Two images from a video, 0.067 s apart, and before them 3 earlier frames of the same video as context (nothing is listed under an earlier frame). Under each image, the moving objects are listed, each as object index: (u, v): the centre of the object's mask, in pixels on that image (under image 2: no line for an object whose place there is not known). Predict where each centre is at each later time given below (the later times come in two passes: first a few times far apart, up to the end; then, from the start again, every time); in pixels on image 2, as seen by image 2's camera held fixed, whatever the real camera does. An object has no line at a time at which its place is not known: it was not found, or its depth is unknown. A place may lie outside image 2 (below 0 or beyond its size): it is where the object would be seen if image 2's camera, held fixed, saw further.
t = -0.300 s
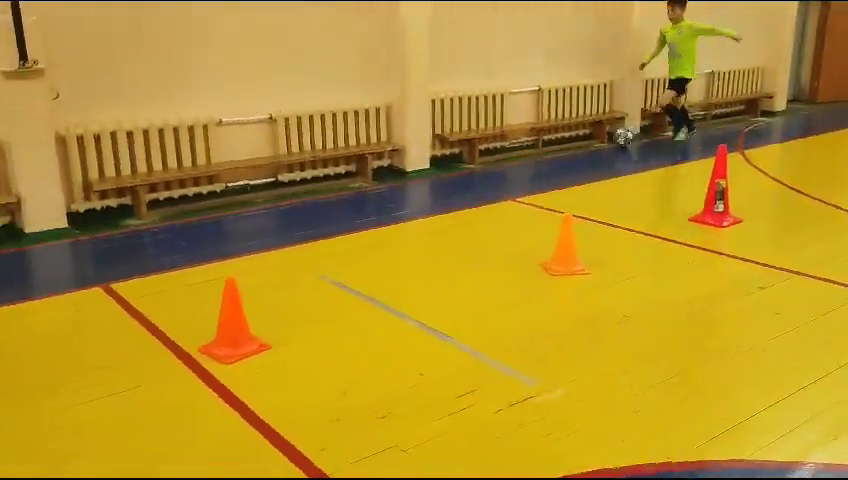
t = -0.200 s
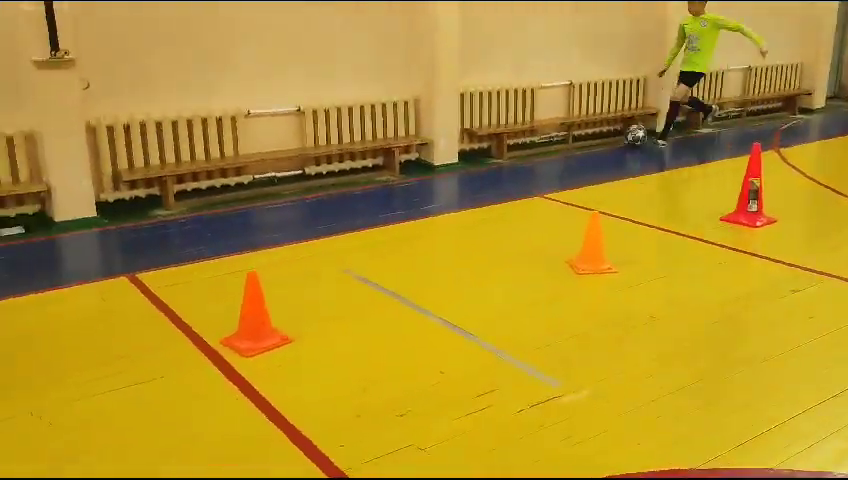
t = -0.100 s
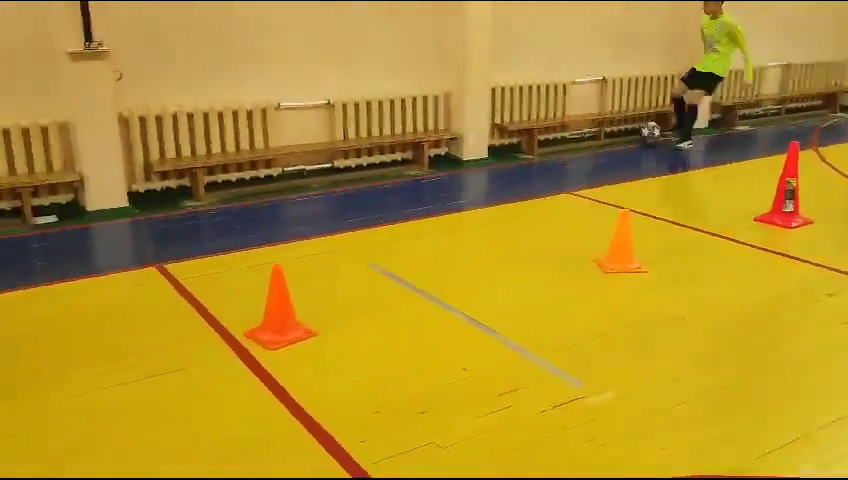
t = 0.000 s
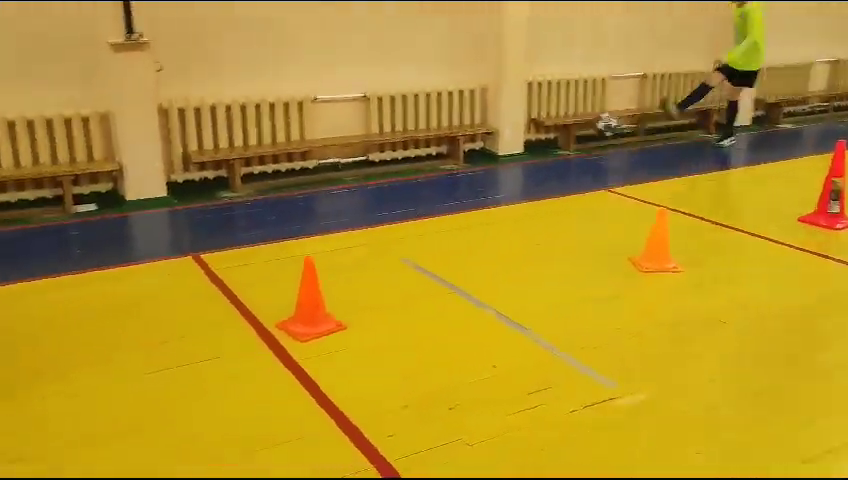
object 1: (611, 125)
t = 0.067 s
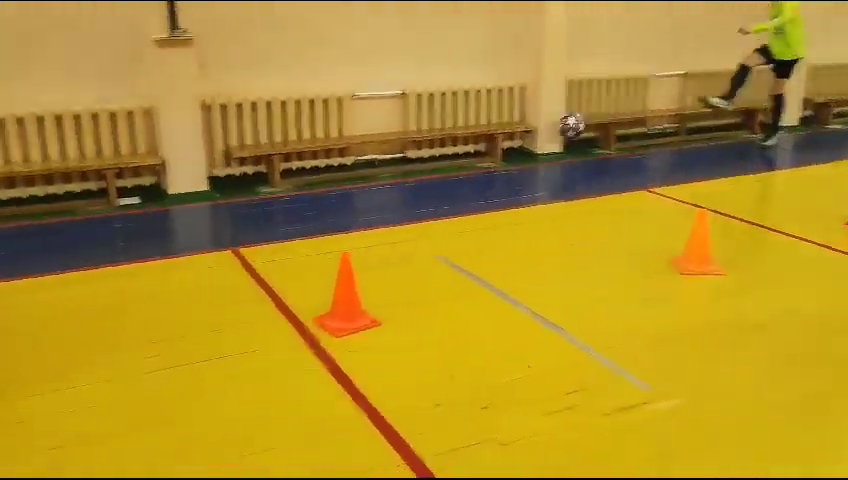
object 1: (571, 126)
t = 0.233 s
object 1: (333, 155)
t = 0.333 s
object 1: (148, 200)
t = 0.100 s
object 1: (530, 128)
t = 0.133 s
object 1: (485, 131)
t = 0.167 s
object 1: (438, 138)
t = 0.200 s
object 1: (388, 145)
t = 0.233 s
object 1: (333, 155)
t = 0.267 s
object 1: (278, 167)
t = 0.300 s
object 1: (215, 182)
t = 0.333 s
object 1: (148, 200)
